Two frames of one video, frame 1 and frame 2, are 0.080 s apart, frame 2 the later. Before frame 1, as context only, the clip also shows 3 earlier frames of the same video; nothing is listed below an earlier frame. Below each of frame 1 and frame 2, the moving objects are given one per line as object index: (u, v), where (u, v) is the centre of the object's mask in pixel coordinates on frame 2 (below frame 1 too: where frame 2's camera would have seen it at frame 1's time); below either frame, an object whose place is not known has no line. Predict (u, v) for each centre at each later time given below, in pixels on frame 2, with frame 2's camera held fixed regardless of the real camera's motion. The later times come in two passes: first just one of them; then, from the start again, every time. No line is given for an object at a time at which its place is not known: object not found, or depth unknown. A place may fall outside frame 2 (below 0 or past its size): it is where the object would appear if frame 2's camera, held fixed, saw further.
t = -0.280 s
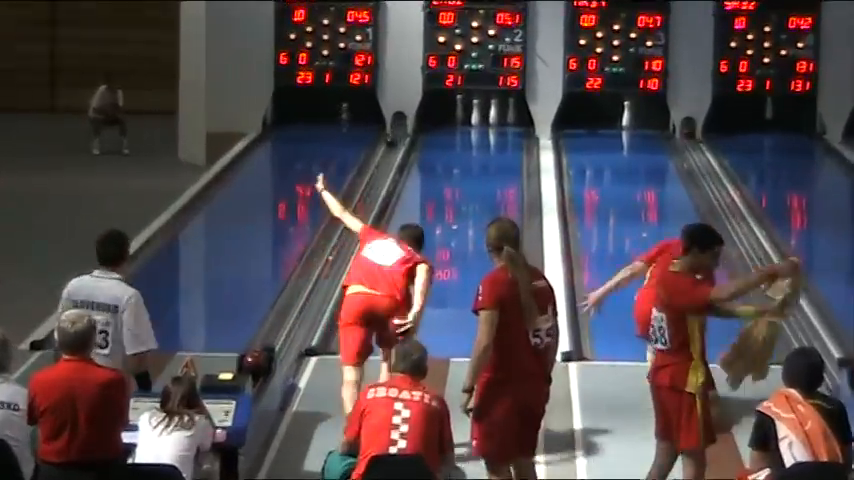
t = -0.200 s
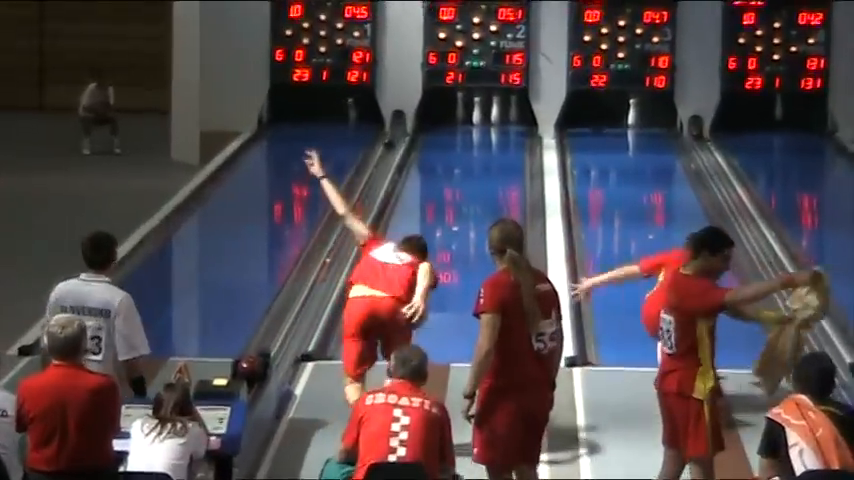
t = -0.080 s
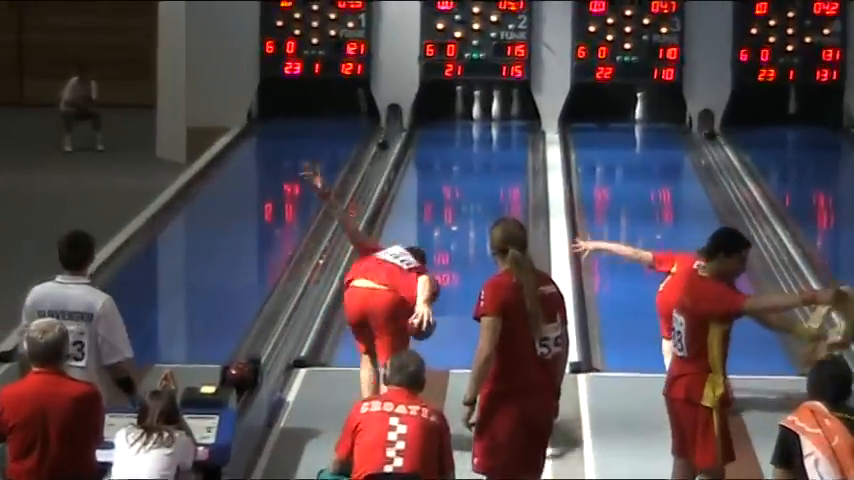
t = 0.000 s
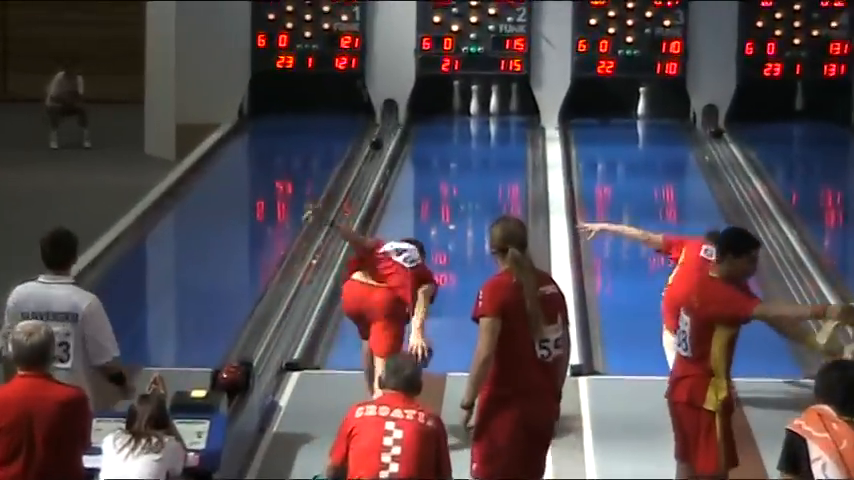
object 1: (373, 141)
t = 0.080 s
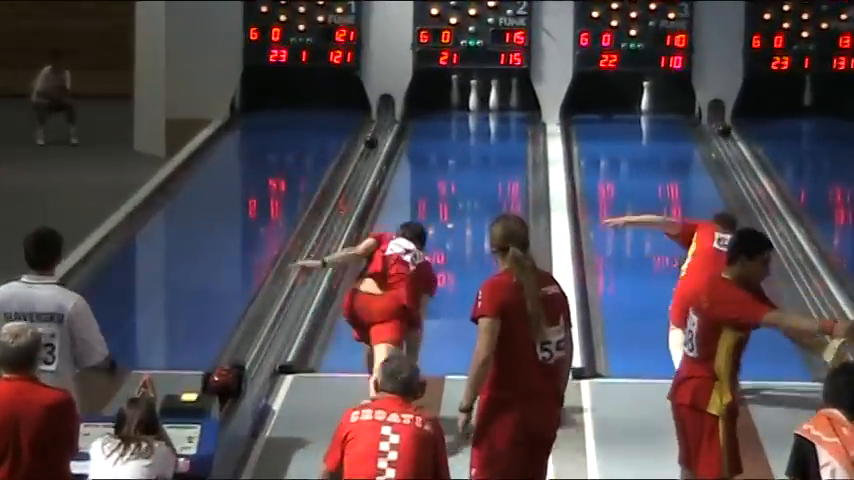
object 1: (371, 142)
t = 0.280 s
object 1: (365, 148)
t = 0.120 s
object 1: (369, 143)
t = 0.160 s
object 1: (369, 144)
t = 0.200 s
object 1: (367, 145)
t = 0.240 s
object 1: (367, 146)
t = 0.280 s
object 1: (365, 148)
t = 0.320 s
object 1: (364, 150)
